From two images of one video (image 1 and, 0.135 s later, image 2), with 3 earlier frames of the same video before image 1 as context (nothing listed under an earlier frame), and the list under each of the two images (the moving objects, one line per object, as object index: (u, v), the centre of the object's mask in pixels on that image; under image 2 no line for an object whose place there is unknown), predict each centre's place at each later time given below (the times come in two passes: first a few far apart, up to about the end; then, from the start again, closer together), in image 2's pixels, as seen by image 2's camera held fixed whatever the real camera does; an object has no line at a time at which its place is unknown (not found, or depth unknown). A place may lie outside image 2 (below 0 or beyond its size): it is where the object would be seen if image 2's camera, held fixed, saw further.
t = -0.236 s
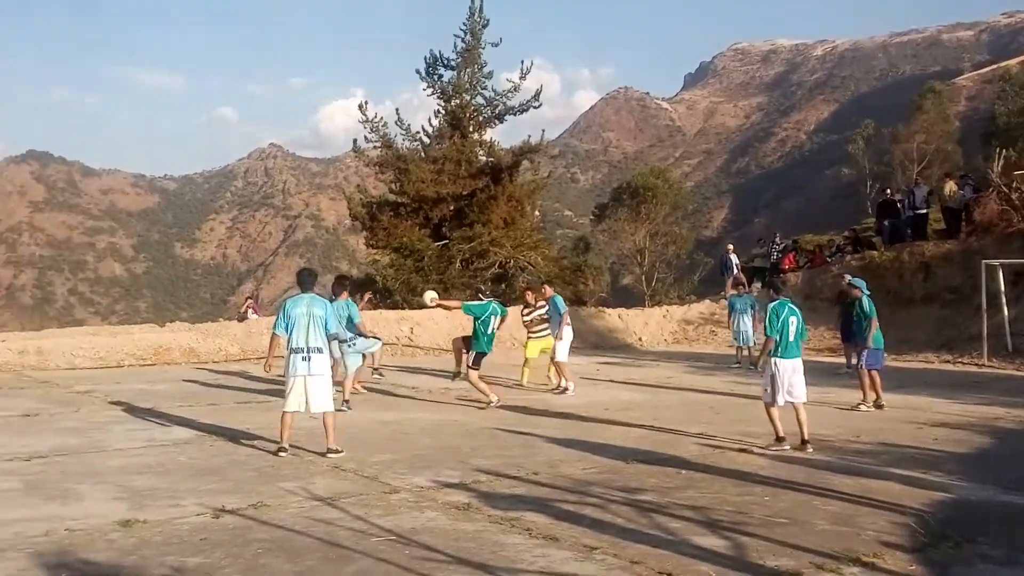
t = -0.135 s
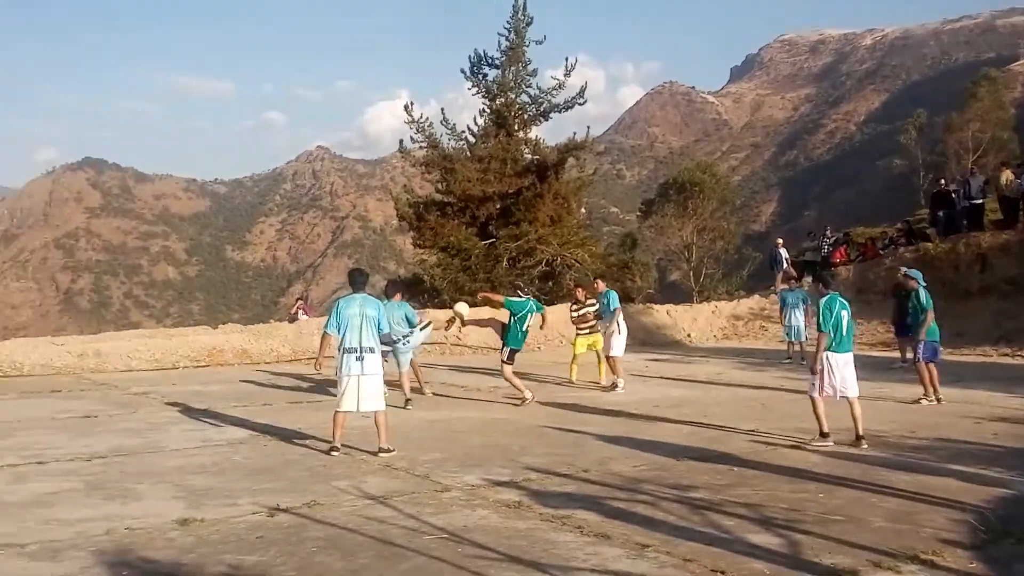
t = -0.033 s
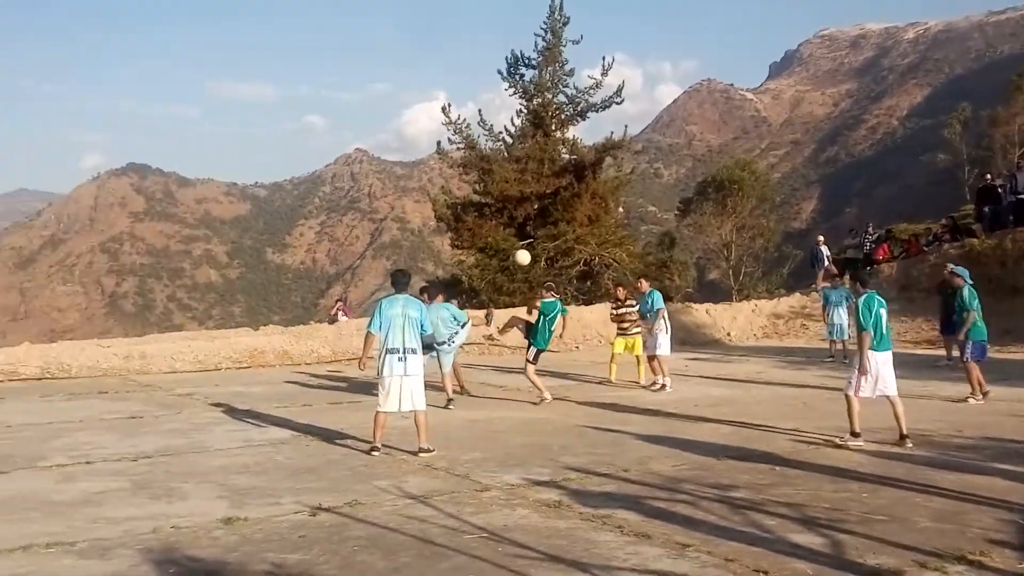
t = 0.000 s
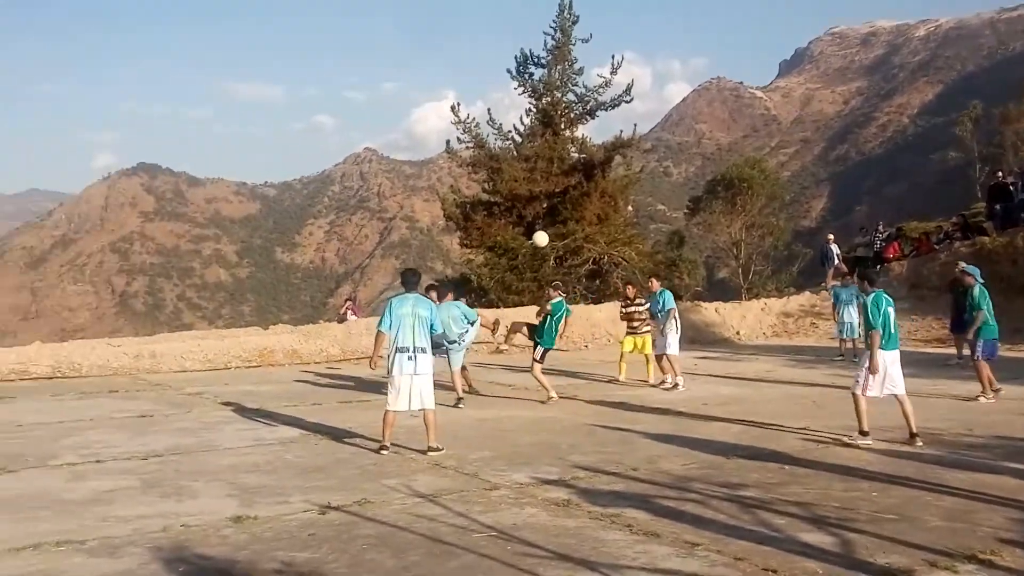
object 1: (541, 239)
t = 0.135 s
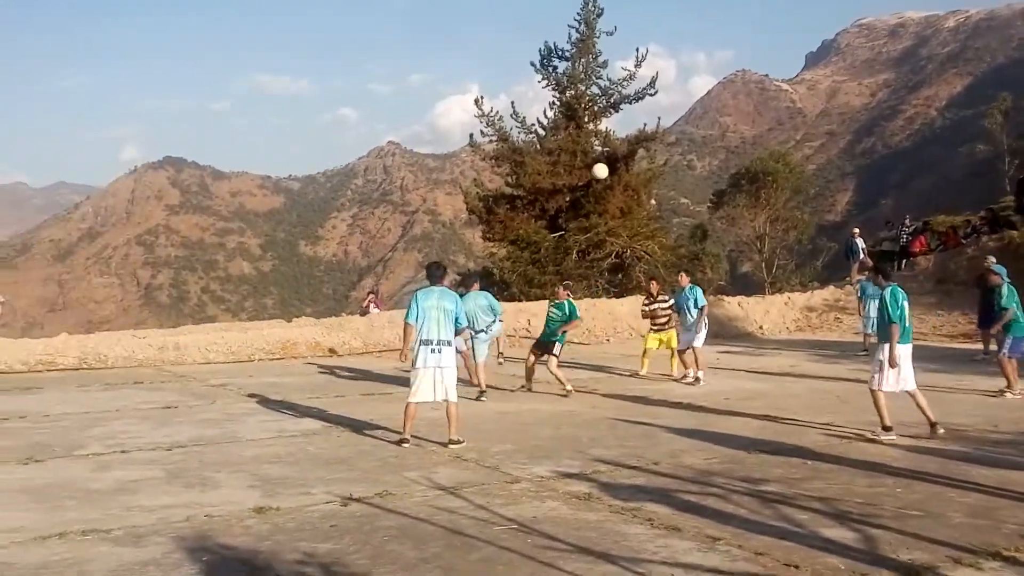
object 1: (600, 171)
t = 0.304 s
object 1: (647, 114)
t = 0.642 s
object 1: (742, 65)
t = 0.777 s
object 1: (780, 71)
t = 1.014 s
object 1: (847, 117)
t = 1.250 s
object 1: (908, 213)
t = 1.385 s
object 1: (943, 288)
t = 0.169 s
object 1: (609, 158)
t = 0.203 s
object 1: (619, 145)
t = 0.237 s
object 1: (629, 133)
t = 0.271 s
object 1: (638, 123)
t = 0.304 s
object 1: (647, 114)
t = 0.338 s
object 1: (656, 104)
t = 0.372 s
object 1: (666, 96)
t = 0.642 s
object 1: (742, 65)
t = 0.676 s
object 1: (751, 65)
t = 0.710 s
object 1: (761, 65)
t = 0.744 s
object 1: (770, 67)
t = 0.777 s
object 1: (780, 71)
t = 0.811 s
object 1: (789, 75)
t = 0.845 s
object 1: (799, 79)
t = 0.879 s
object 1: (808, 84)
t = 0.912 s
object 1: (818, 91)
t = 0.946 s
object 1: (828, 99)
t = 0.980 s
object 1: (837, 107)
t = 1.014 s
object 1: (847, 117)
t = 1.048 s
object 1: (856, 128)
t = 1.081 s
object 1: (864, 140)
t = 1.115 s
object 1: (873, 153)
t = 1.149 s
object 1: (882, 166)
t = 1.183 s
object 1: (891, 181)
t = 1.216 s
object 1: (900, 196)
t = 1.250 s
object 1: (908, 213)
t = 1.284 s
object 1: (918, 230)
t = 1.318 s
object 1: (927, 248)
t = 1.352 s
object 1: (936, 267)
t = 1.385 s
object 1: (943, 288)
